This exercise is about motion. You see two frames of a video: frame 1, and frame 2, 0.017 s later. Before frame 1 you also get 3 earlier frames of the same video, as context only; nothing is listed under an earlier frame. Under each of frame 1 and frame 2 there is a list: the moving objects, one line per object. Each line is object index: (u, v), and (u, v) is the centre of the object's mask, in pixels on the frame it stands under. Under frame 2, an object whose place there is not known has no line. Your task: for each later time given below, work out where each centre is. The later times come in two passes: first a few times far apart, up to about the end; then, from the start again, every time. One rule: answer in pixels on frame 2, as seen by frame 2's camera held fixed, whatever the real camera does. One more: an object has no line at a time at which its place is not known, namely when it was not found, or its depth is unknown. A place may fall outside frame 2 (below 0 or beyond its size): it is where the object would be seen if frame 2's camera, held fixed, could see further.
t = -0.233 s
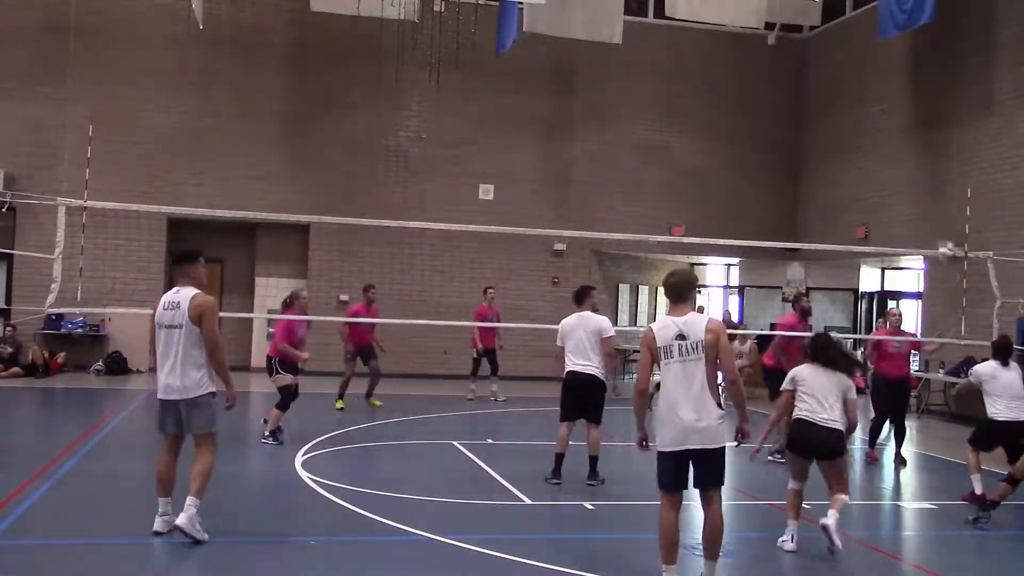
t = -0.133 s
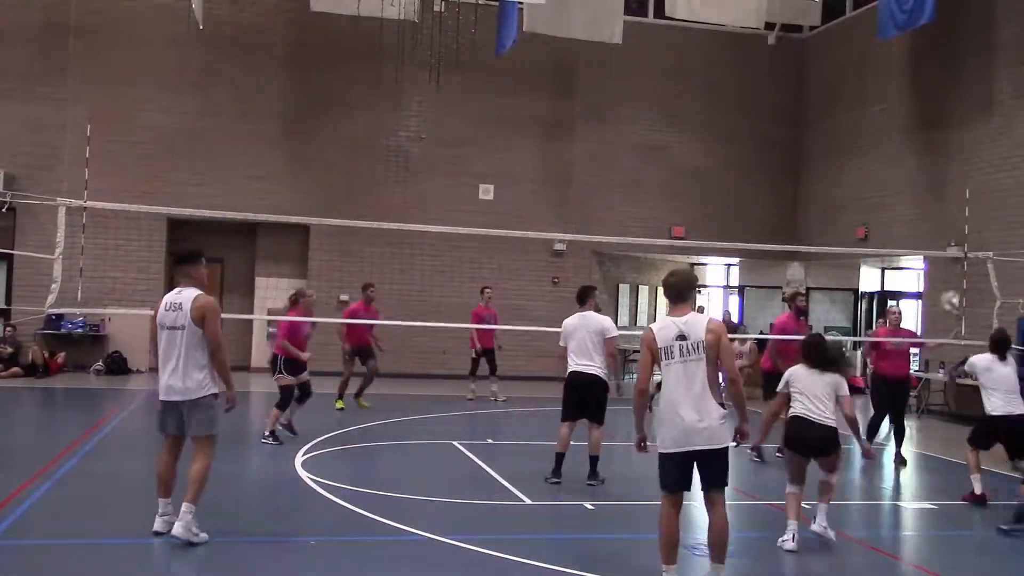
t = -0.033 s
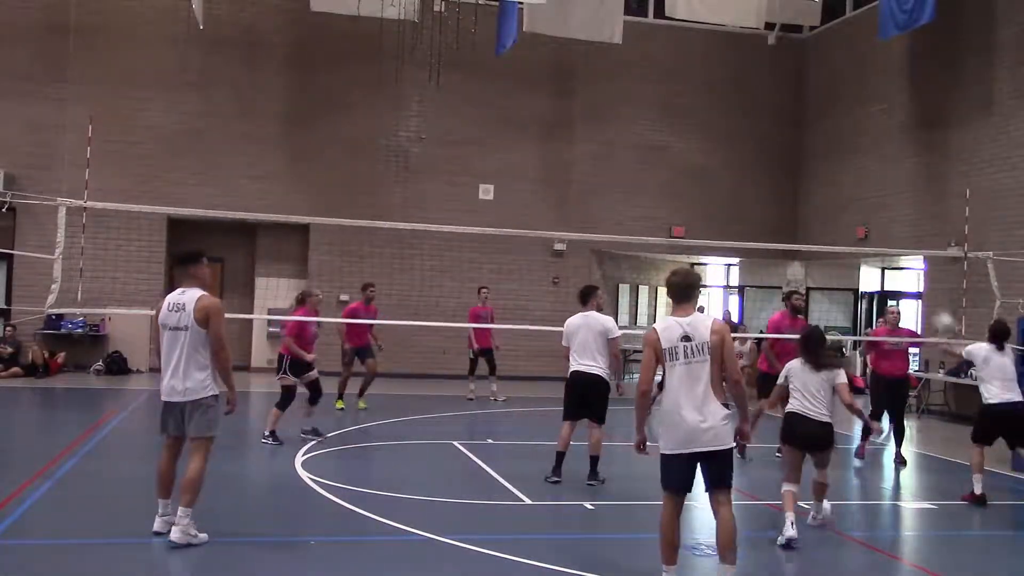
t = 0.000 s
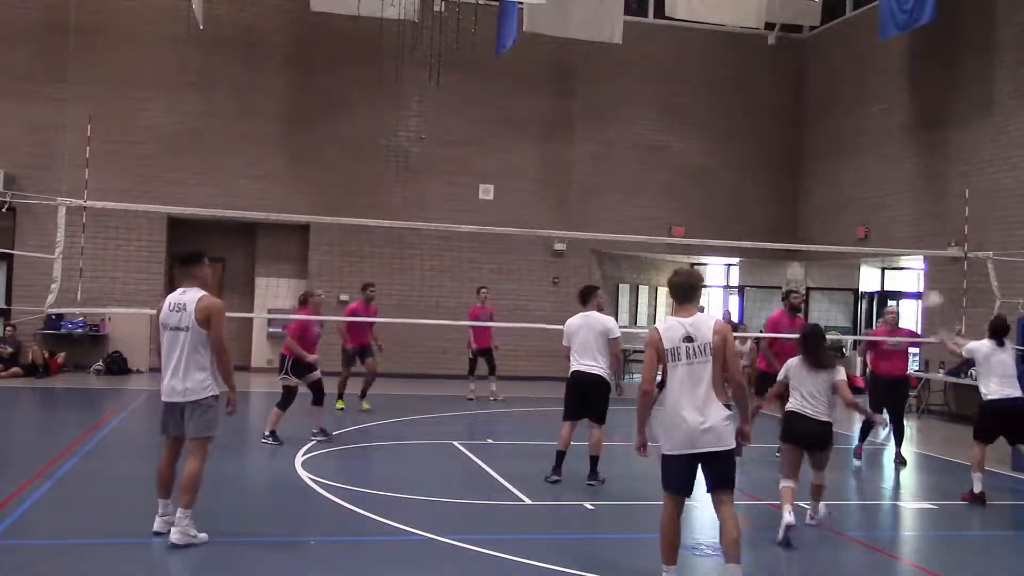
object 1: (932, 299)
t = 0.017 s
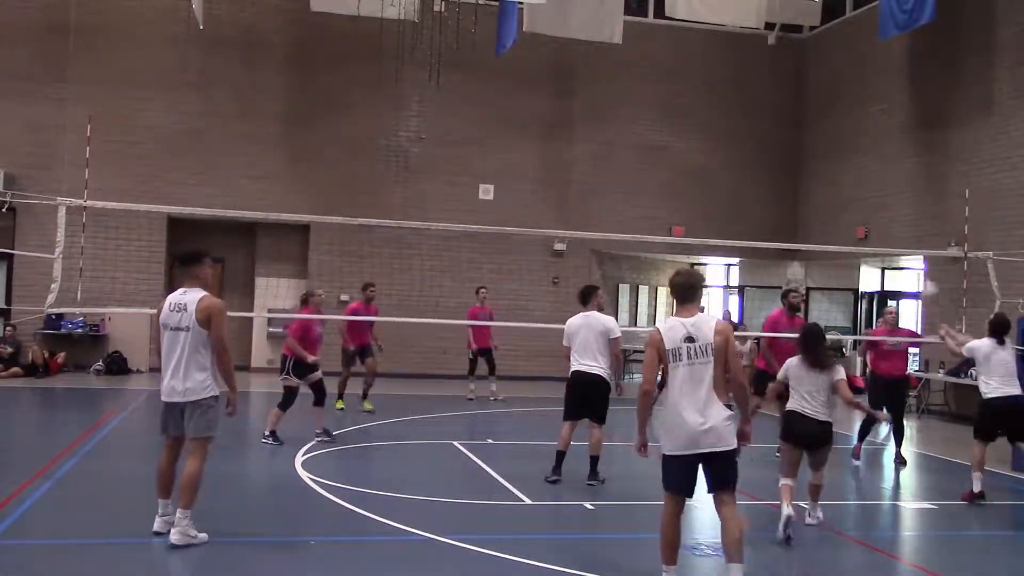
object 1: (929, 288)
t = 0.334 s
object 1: (834, 155)
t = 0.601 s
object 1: (762, 125)
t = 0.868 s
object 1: (694, 158)
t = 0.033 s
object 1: (923, 282)
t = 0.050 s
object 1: (917, 274)
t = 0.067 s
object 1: (913, 262)
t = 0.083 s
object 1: (906, 252)
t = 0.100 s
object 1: (901, 243)
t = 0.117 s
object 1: (898, 236)
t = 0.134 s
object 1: (893, 228)
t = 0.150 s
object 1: (887, 219)
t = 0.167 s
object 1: (882, 211)
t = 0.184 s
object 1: (877, 204)
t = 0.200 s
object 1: (873, 197)
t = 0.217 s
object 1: (867, 191)
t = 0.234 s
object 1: (864, 185)
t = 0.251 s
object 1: (858, 179)
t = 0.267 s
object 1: (854, 175)
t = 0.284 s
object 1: (849, 170)
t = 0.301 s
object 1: (845, 165)
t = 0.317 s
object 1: (839, 160)
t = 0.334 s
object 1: (834, 155)
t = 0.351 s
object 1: (829, 152)
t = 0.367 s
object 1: (825, 148)
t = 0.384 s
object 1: (821, 145)
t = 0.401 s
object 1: (816, 141)
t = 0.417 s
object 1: (812, 138)
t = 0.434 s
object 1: (807, 137)
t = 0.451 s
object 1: (803, 134)
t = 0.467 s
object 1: (798, 133)
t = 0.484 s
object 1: (793, 130)
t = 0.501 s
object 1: (789, 129)
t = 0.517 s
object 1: (785, 128)
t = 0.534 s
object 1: (781, 127)
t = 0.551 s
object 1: (776, 126)
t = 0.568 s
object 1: (772, 125)
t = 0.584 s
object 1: (767, 126)
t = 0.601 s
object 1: (762, 125)
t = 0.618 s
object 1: (758, 125)
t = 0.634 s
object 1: (754, 126)
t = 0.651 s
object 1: (749, 127)
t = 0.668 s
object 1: (745, 127)
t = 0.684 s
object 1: (741, 128)
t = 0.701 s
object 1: (737, 131)
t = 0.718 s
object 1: (733, 132)
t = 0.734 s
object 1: (728, 134)
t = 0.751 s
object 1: (724, 135)
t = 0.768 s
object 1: (720, 138)
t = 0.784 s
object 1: (715, 141)
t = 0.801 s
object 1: (711, 143)
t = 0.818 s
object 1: (707, 147)
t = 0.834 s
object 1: (703, 150)
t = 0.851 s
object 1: (698, 154)
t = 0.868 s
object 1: (694, 158)
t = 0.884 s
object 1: (690, 162)
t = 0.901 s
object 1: (686, 166)
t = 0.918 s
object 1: (682, 171)
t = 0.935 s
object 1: (678, 175)
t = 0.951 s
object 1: (674, 180)
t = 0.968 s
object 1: (670, 186)
